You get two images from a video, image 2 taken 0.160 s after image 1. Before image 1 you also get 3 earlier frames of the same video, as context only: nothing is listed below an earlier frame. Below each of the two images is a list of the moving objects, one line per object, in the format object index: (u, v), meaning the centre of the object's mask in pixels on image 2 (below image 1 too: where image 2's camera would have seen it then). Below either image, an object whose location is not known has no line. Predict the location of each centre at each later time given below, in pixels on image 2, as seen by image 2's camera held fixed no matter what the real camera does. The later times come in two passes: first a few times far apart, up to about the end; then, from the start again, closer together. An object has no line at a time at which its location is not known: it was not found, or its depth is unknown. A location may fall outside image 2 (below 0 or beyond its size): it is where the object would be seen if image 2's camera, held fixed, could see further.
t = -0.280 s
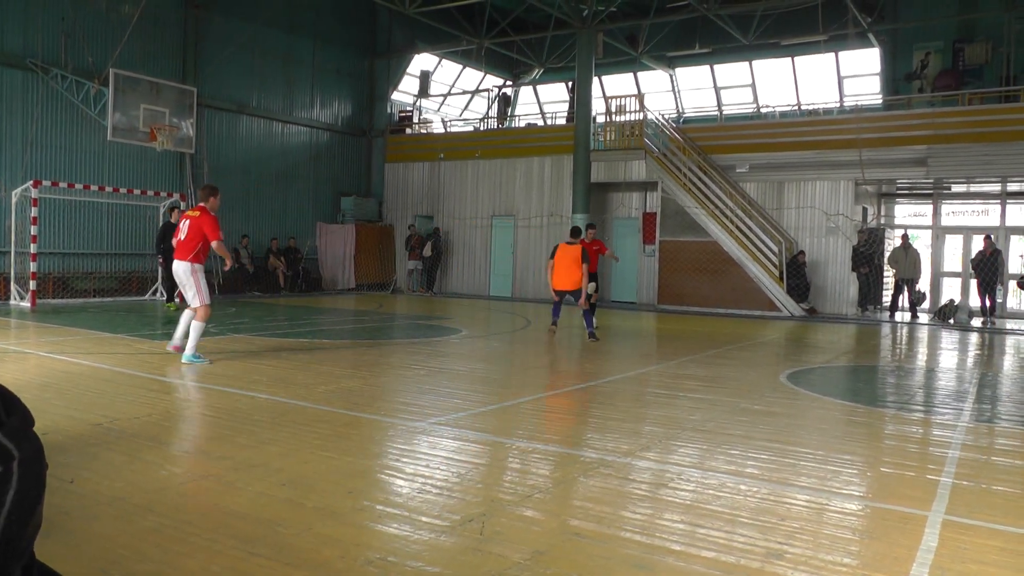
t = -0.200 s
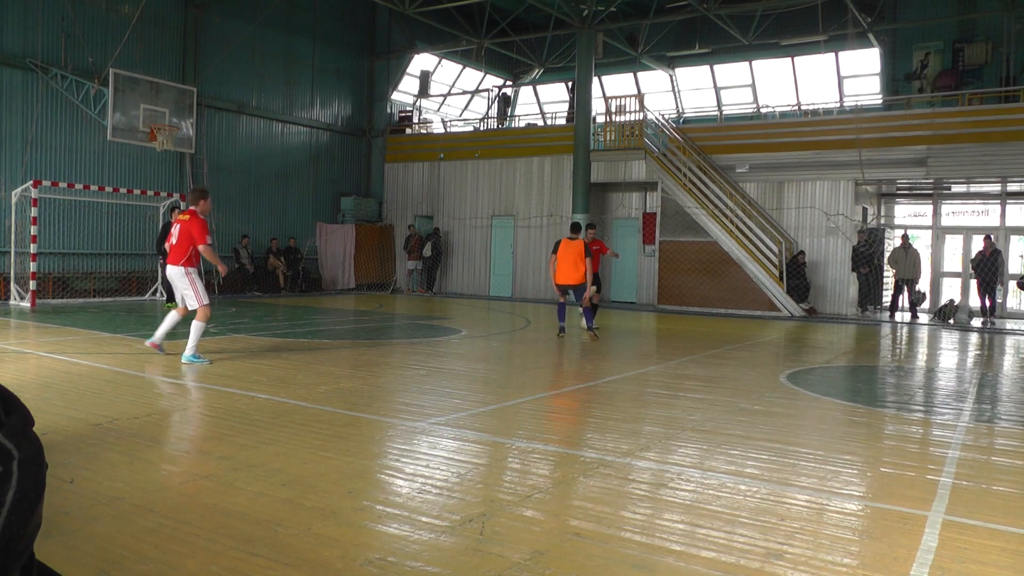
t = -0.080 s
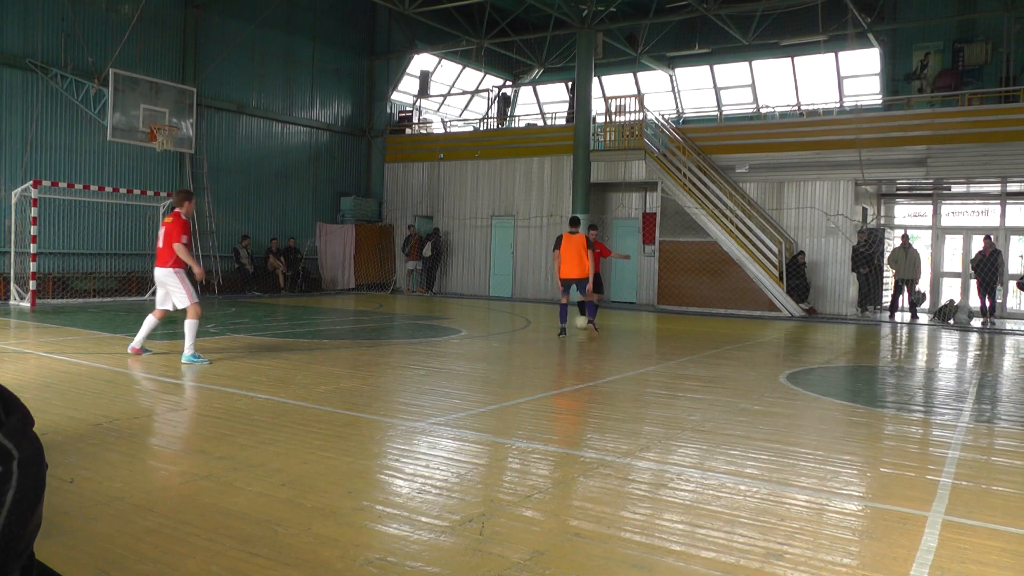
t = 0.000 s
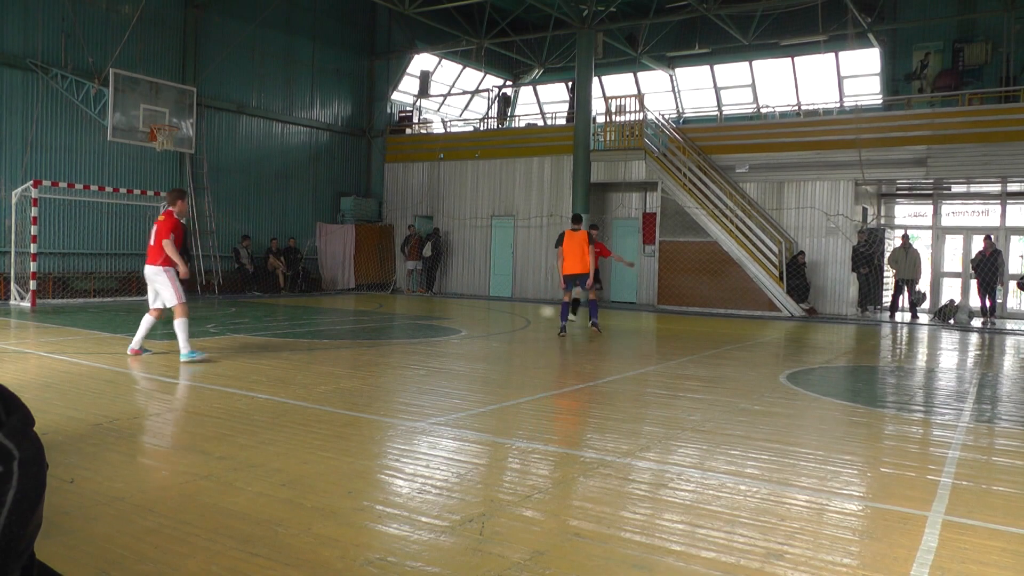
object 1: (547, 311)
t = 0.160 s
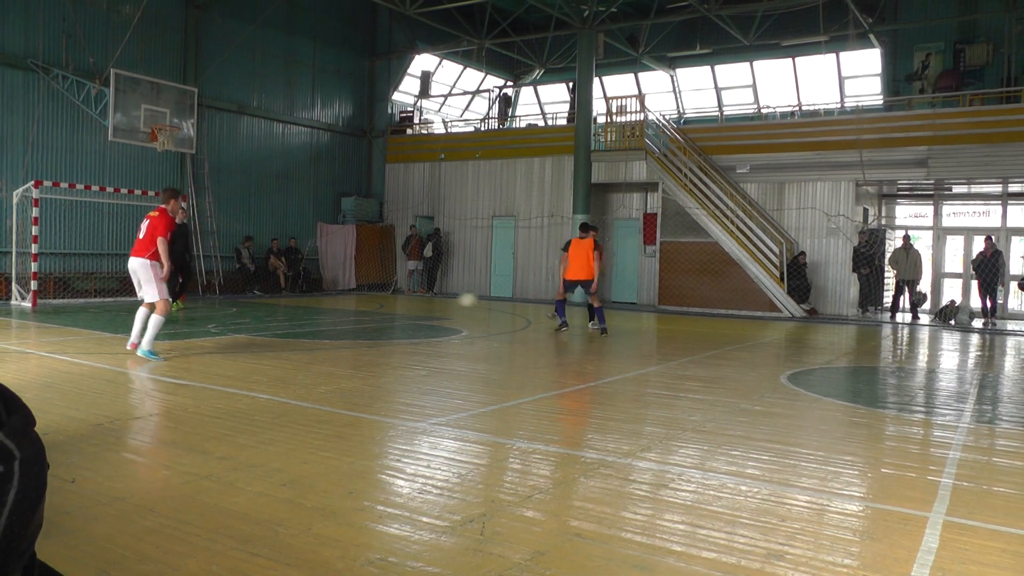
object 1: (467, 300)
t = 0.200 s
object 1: (445, 300)
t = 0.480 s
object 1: (275, 332)
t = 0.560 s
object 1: (231, 327)
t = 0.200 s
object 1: (445, 300)
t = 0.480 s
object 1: (275, 332)
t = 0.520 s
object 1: (252, 329)
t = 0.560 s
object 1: (231, 327)
